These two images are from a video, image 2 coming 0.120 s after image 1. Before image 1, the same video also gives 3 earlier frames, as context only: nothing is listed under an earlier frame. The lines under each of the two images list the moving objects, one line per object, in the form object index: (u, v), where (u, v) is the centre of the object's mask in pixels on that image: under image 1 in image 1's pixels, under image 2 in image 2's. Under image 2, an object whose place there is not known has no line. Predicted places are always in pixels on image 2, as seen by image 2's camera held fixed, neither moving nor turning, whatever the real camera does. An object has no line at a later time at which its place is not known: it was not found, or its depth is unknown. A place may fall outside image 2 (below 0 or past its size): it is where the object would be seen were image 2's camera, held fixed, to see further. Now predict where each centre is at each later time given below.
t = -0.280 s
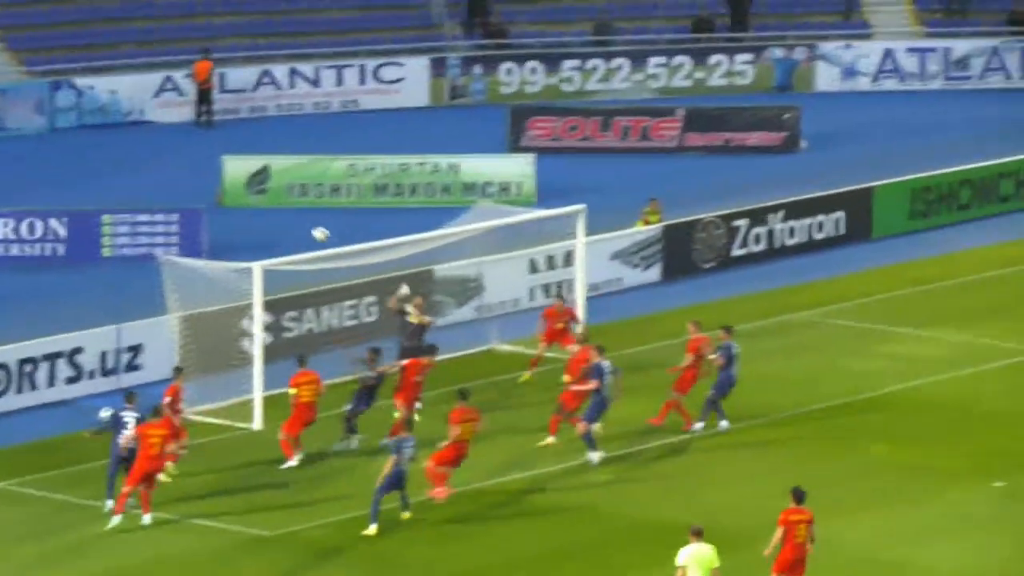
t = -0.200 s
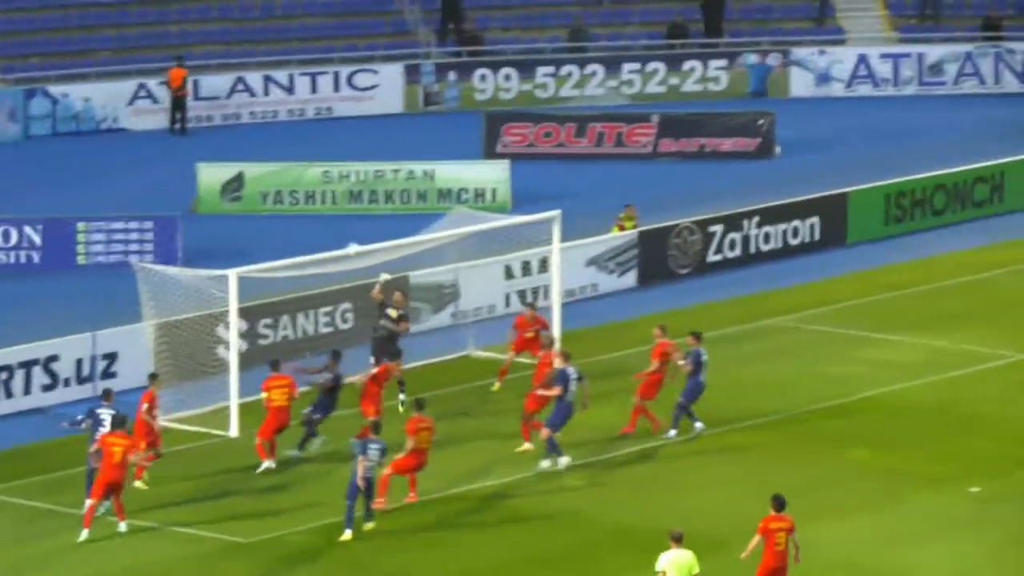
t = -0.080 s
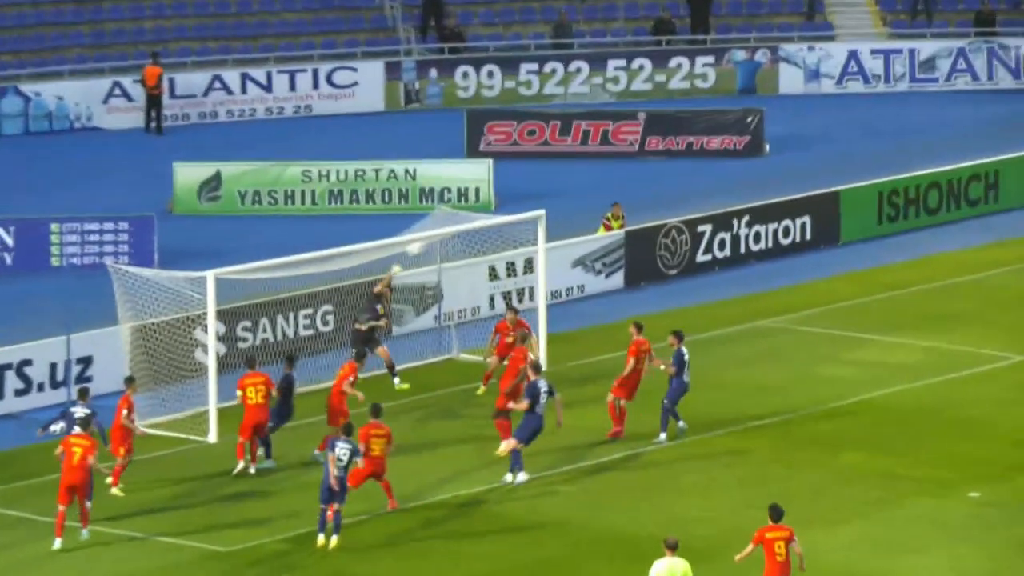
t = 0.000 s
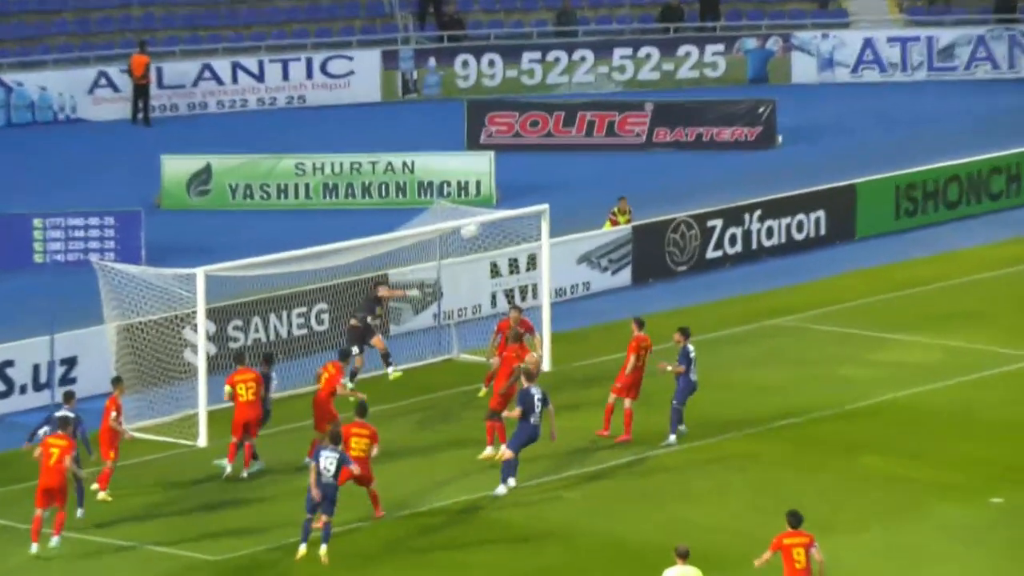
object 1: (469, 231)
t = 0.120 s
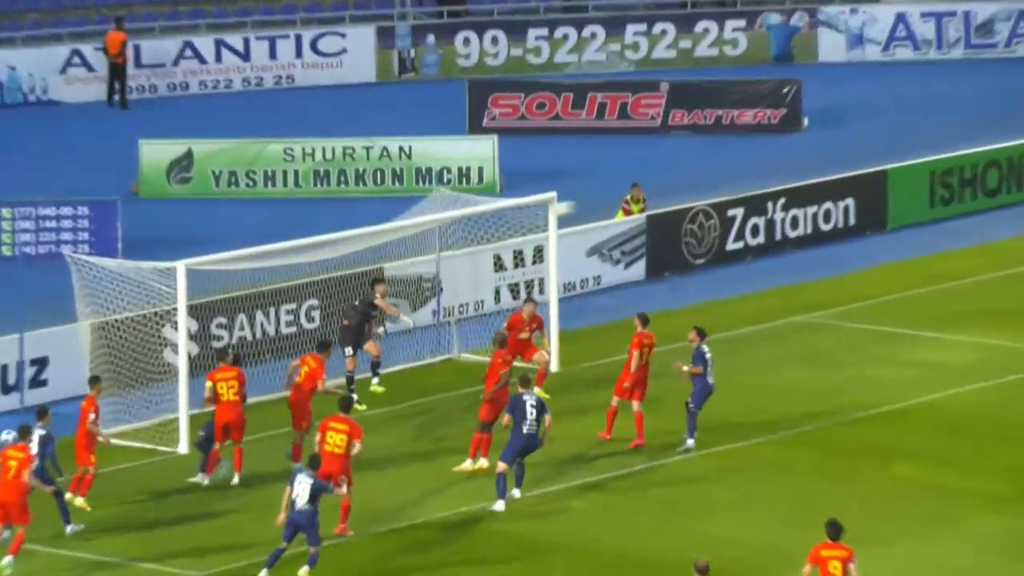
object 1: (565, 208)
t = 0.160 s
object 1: (592, 207)
